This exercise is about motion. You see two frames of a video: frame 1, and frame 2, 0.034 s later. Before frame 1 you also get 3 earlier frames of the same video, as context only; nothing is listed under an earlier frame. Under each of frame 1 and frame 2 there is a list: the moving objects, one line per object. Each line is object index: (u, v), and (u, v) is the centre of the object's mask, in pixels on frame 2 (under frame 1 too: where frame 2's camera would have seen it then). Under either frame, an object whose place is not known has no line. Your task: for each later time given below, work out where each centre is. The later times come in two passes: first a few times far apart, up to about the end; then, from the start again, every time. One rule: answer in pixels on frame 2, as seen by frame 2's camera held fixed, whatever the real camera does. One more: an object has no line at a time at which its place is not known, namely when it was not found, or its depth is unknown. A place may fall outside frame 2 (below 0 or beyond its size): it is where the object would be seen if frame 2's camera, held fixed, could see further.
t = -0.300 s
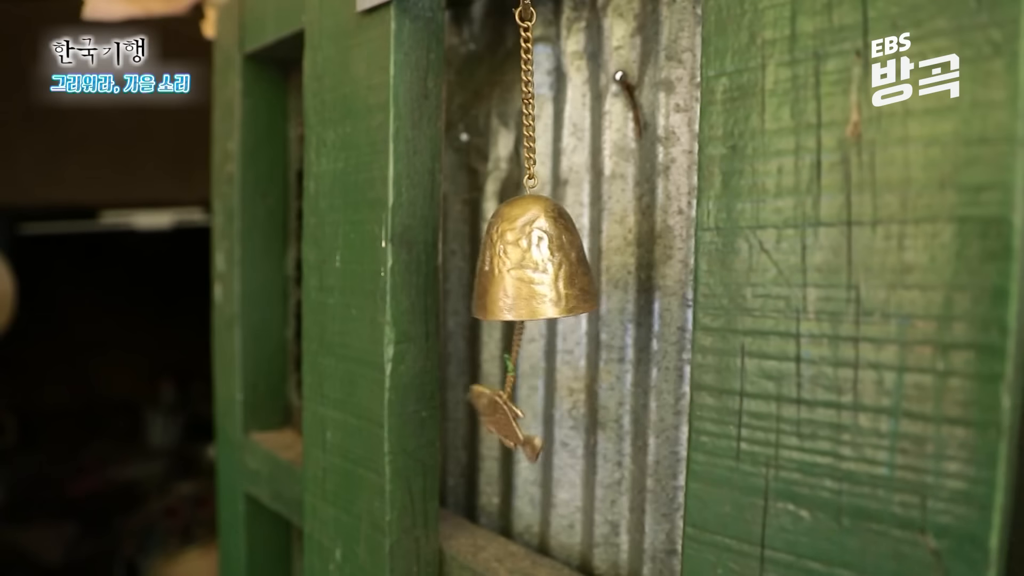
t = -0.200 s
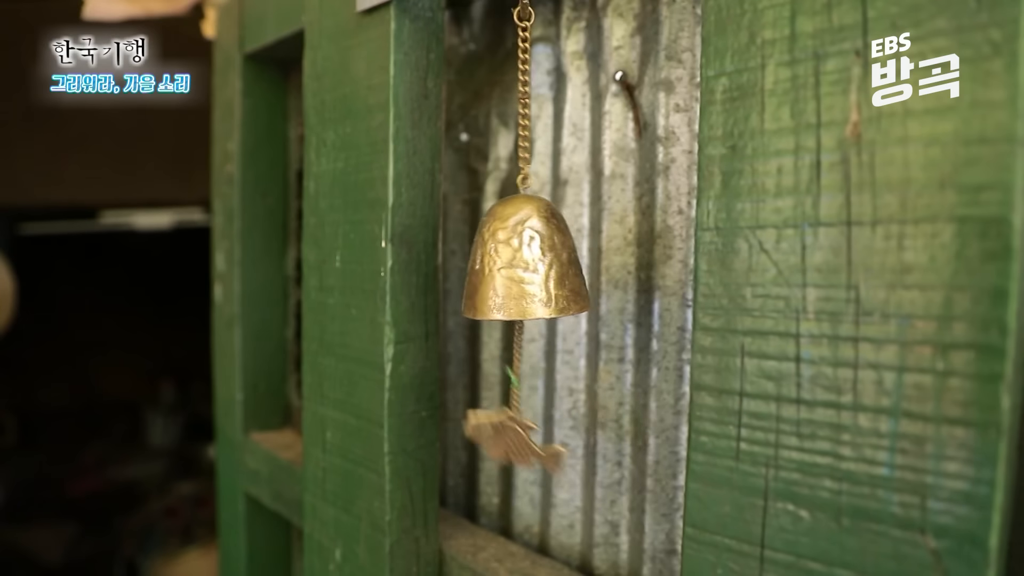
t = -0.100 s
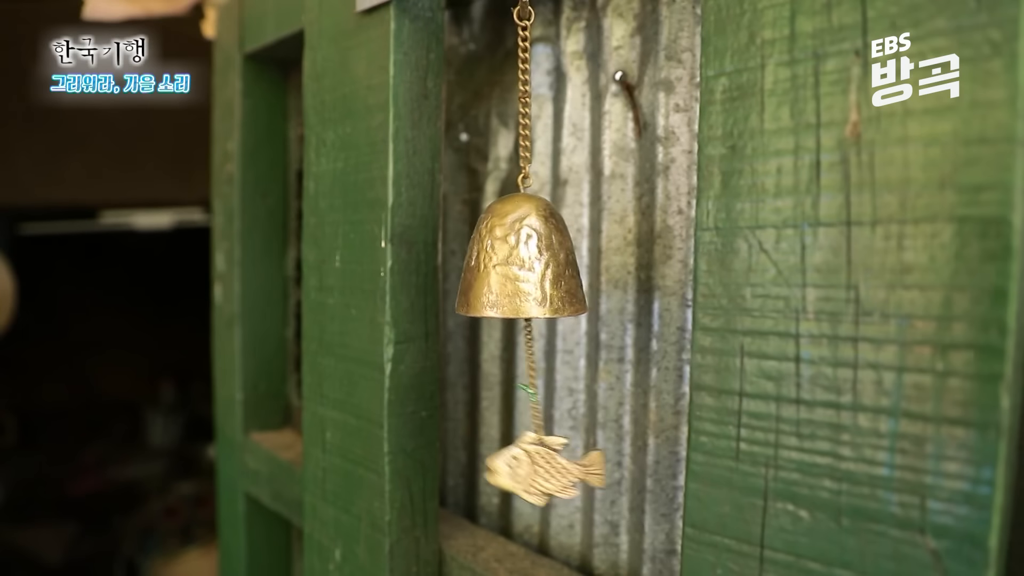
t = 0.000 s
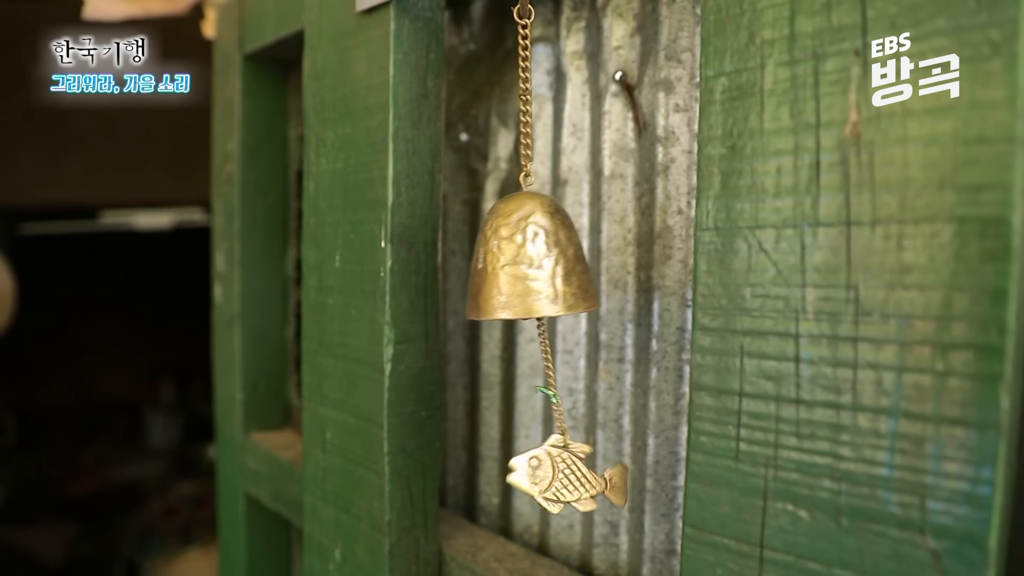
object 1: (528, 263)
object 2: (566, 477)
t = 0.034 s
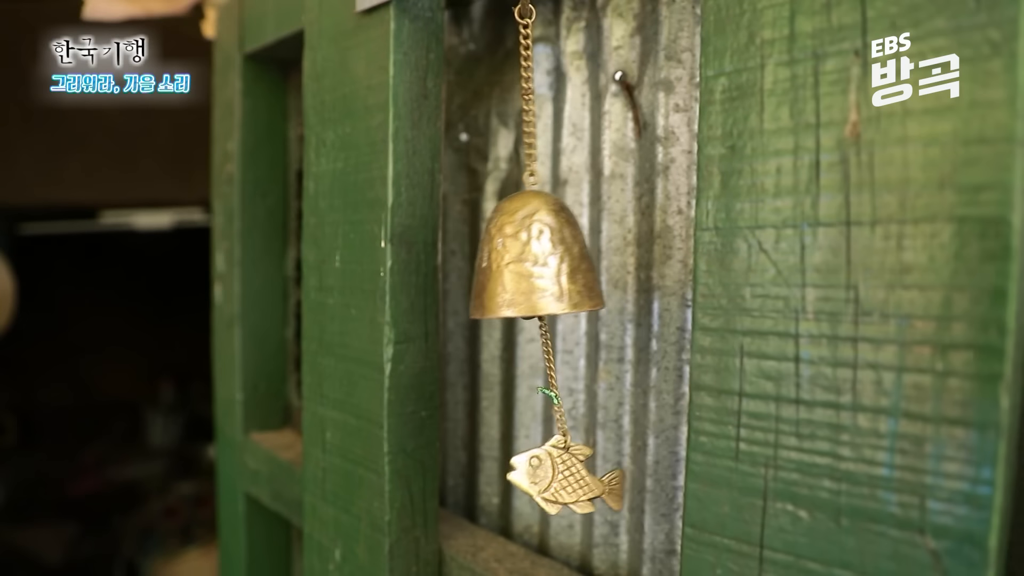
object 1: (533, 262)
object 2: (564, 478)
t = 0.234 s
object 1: (548, 260)
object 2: (533, 454)
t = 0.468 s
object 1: (518, 265)
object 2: (541, 452)
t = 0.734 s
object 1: (539, 259)
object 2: (511, 465)
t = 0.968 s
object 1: (536, 263)
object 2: (588, 468)
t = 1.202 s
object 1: (531, 264)
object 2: (497, 437)
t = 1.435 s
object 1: (524, 262)
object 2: (550, 463)
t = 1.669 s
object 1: (545, 260)
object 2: (557, 469)
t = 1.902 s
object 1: (528, 265)
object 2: (532, 442)
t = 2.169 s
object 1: (528, 263)
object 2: (531, 469)
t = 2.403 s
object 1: (545, 260)
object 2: (559, 470)
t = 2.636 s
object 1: (526, 265)
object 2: (545, 441)
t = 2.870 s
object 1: (530, 263)
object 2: (505, 446)
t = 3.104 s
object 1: (535, 261)
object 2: (589, 473)
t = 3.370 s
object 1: (536, 264)
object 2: (513, 438)
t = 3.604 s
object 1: (519, 265)
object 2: (548, 466)
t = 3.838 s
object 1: (547, 258)
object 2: (537, 474)
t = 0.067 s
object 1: (538, 260)
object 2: (559, 479)
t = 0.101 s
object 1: (543, 259)
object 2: (551, 477)
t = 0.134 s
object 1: (547, 259)
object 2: (543, 473)
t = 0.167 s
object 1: (549, 259)
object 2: (537, 467)
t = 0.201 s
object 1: (550, 259)
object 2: (534, 459)
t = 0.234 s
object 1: (548, 260)
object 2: (533, 454)
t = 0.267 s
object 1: (545, 262)
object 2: (534, 450)
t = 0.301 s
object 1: (540, 264)
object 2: (535, 449)
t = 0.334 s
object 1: (534, 264)
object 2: (538, 449)
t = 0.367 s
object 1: (529, 264)
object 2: (543, 448)
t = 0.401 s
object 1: (525, 265)
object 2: (545, 449)
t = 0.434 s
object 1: (521, 265)
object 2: (545, 450)
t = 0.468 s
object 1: (518, 265)
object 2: (541, 452)
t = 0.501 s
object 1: (517, 264)
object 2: (535, 454)
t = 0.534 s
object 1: (518, 264)
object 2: (528, 455)
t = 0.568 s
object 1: (520, 265)
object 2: (521, 458)
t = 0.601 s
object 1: (523, 265)
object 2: (515, 458)
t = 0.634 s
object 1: (527, 264)
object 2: (510, 460)
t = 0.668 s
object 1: (531, 262)
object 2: (507, 462)
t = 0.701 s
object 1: (535, 260)
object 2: (508, 464)
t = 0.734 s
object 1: (539, 259)
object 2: (511, 465)
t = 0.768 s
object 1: (542, 259)
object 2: (518, 472)
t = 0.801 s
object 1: (543, 258)
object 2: (535, 474)
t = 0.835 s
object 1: (543, 258)
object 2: (552, 474)
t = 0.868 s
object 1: (542, 259)
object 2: (565, 477)
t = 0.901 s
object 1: (541, 261)
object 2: (580, 475)
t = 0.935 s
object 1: (538, 263)
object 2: (588, 473)
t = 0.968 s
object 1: (536, 263)
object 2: (588, 468)
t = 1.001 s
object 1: (535, 263)
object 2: (583, 466)
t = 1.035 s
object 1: (533, 264)
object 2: (570, 464)
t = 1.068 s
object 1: (533, 265)
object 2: (555, 459)
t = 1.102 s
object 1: (532, 265)
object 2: (540, 455)
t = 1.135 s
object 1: (532, 264)
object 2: (518, 448)
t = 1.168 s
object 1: (531, 264)
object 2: (506, 441)
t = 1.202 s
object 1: (531, 264)
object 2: (497, 437)
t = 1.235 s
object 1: (530, 264)
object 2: (493, 433)
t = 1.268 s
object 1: (529, 264)
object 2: (492, 435)
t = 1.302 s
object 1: (528, 264)
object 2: (492, 446)
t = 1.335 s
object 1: (526, 263)
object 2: (503, 453)
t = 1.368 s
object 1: (525, 263)
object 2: (516, 459)
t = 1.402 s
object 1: (524, 263)
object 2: (533, 464)
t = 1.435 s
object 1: (524, 262)
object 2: (550, 463)
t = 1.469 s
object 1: (525, 262)
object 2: (567, 457)
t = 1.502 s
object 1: (527, 261)
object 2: (579, 476)
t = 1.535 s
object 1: (531, 261)
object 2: (582, 474)
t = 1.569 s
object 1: (534, 261)
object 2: (583, 476)
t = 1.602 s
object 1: (538, 260)
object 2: (578, 476)
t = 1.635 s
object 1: (542, 260)
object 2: (568, 475)
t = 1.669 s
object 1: (545, 260)
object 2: (557, 469)
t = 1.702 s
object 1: (547, 261)
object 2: (545, 466)
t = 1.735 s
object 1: (547, 262)
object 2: (535, 459)
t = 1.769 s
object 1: (546, 262)
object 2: (529, 452)
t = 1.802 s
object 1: (543, 263)
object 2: (526, 446)
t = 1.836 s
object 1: (538, 264)
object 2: (526, 443)
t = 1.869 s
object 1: (533, 265)
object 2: (527, 442)
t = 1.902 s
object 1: (528, 265)
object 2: (532, 442)
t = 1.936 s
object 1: (524, 264)
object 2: (536, 445)
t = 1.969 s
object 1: (520, 264)
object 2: (540, 447)
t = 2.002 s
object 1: (518, 265)
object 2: (543, 451)
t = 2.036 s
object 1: (517, 265)
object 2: (544, 455)
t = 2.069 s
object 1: (518, 265)
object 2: (542, 458)
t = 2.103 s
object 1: (520, 264)
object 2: (539, 462)
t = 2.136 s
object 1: (523, 264)
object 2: (535, 466)
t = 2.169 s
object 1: (528, 263)
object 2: (531, 469)
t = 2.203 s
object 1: (533, 262)
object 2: (527, 470)
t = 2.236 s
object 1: (538, 260)
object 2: (525, 472)
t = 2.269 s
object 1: (543, 259)
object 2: (526, 471)
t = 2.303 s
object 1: (546, 258)
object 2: (532, 471)
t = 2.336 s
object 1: (548, 258)
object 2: (541, 471)
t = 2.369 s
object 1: (547, 259)
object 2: (550, 471)
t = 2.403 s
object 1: (545, 260)
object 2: (559, 470)
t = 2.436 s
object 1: (542, 261)
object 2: (570, 469)
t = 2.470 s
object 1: (538, 263)
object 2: (575, 467)
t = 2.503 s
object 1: (534, 264)
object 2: (578, 463)
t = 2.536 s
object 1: (531, 264)
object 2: (575, 458)
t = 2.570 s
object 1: (529, 264)
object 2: (569, 457)
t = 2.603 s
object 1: (527, 265)
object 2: (555, 451)
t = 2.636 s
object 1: (526, 265)
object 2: (545, 441)
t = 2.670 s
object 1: (526, 265)
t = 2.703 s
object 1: (527, 264)
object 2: (514, 447)
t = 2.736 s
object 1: (528, 264)
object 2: (505, 437)
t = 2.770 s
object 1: (529, 264)
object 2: (500, 433)
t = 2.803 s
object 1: (529, 264)
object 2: (497, 432)
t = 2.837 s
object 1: (530, 264)
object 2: (499, 438)
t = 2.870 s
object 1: (530, 263)
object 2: (505, 446)
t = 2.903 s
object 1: (530, 262)
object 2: (516, 452)
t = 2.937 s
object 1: (530, 262)
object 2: (534, 454)
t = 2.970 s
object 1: (531, 262)
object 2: (548, 457)
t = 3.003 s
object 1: (531, 261)
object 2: (564, 451)
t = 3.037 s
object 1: (532, 261)
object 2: (583, 469)
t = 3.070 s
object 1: (534, 261)
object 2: (588, 472)
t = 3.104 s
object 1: (535, 261)
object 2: (589, 473)
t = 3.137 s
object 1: (538, 261)
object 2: (584, 470)
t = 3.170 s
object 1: (540, 262)
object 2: (574, 467)
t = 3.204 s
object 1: (542, 262)
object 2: (561, 468)
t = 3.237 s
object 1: (543, 262)
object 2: (547, 462)
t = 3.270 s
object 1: (543, 263)
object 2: (534, 458)
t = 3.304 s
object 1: (542, 263)
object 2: (521, 448)
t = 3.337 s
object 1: (539, 264)
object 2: (515, 442)
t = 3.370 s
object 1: (536, 264)
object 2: (513, 438)
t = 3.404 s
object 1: (532, 265)
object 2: (513, 437)
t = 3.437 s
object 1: (528, 265)
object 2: (518, 439)
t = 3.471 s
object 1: (524, 265)
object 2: (524, 444)
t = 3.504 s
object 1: (521, 264)
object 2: (530, 448)
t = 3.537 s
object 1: (519, 264)
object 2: (538, 455)
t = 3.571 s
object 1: (518, 265)
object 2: (544, 461)
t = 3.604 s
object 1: (519, 265)
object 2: (548, 466)
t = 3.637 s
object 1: (521, 264)
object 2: (549, 469)
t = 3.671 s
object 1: (525, 263)
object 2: (548, 472)
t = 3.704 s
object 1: (529, 262)
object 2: (545, 475)
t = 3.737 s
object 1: (535, 261)
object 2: (541, 475)
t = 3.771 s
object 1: (539, 260)
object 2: (538, 475)
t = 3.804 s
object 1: (544, 259)
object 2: (536, 475)
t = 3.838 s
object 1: (547, 258)
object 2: (537, 474)
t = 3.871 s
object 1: (548, 259)
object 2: (540, 471)
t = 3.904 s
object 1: (548, 260)
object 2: (545, 468)
